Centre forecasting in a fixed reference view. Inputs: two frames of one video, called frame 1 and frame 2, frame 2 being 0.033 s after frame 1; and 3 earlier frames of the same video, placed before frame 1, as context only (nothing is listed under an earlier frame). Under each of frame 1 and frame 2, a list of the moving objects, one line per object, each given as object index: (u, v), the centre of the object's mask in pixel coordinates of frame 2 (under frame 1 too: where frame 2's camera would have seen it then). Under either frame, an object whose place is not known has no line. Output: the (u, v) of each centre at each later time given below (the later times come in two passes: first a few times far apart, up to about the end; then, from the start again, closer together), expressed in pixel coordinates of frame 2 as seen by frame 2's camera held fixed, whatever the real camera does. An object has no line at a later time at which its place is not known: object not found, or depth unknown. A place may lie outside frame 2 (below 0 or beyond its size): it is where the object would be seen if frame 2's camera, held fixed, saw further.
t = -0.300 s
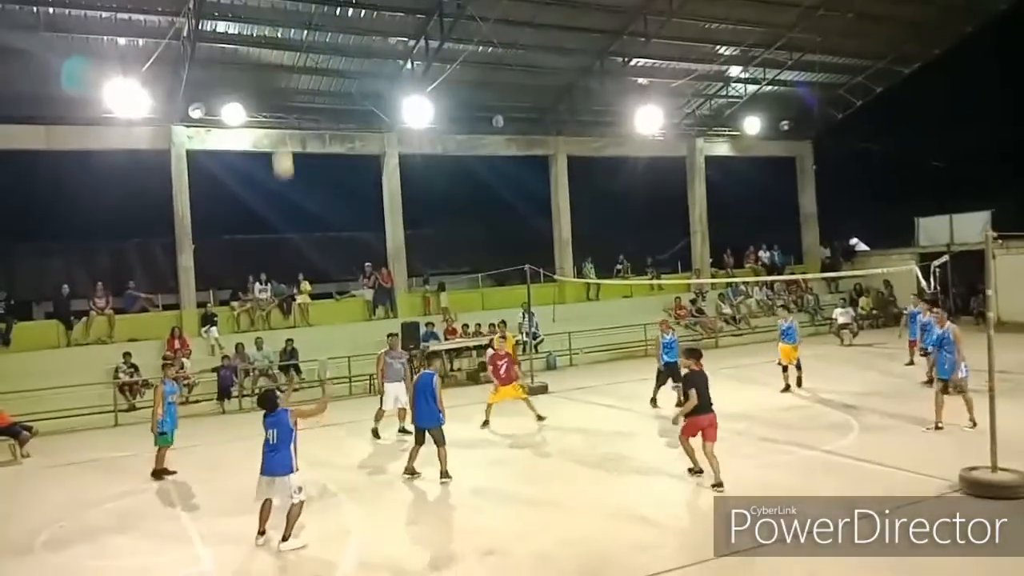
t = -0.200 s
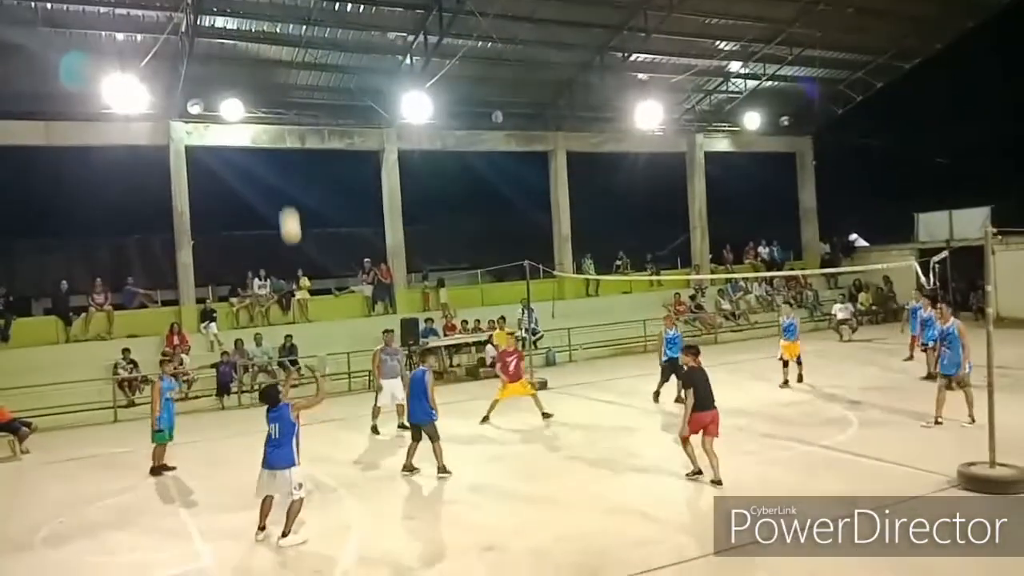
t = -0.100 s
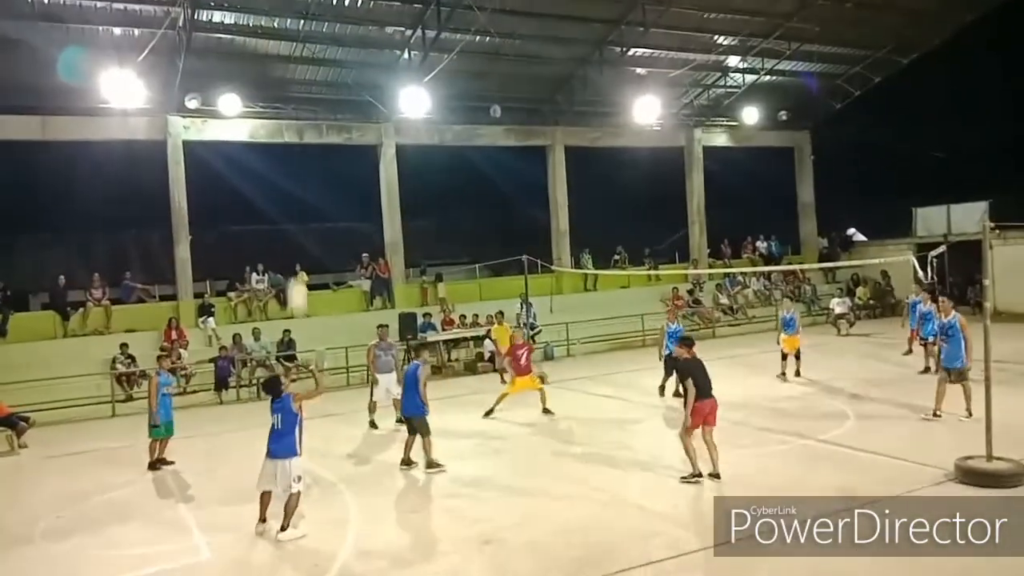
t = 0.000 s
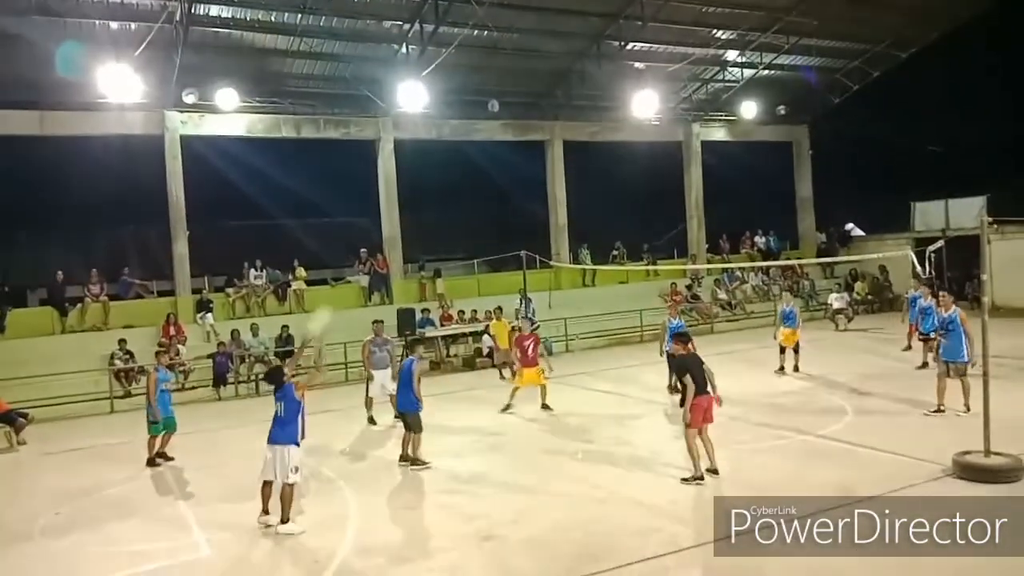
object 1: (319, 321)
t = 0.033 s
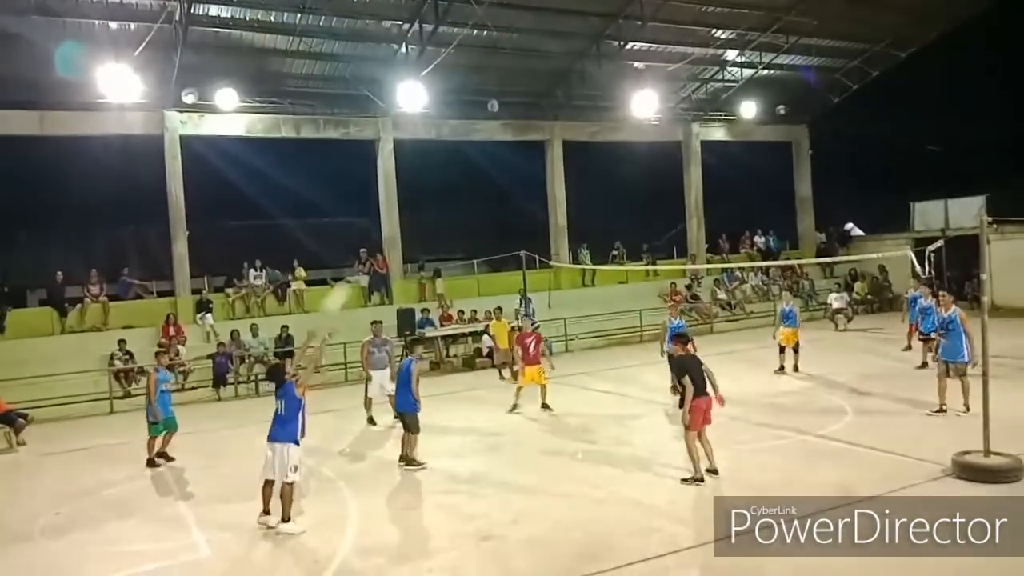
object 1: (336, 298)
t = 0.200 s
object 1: (418, 209)
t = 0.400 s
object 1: (501, 148)
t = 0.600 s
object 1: (571, 126)
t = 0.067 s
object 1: (353, 277)
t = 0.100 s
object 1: (370, 257)
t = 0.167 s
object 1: (405, 222)
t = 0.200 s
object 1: (418, 209)
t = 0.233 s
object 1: (433, 195)
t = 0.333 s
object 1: (475, 164)
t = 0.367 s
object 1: (488, 155)
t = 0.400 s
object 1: (501, 148)
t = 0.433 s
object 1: (513, 142)
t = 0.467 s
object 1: (526, 136)
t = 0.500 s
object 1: (538, 132)
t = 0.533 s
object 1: (549, 129)
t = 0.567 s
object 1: (559, 127)
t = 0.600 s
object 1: (571, 126)
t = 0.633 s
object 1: (581, 125)
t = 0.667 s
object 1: (592, 126)
